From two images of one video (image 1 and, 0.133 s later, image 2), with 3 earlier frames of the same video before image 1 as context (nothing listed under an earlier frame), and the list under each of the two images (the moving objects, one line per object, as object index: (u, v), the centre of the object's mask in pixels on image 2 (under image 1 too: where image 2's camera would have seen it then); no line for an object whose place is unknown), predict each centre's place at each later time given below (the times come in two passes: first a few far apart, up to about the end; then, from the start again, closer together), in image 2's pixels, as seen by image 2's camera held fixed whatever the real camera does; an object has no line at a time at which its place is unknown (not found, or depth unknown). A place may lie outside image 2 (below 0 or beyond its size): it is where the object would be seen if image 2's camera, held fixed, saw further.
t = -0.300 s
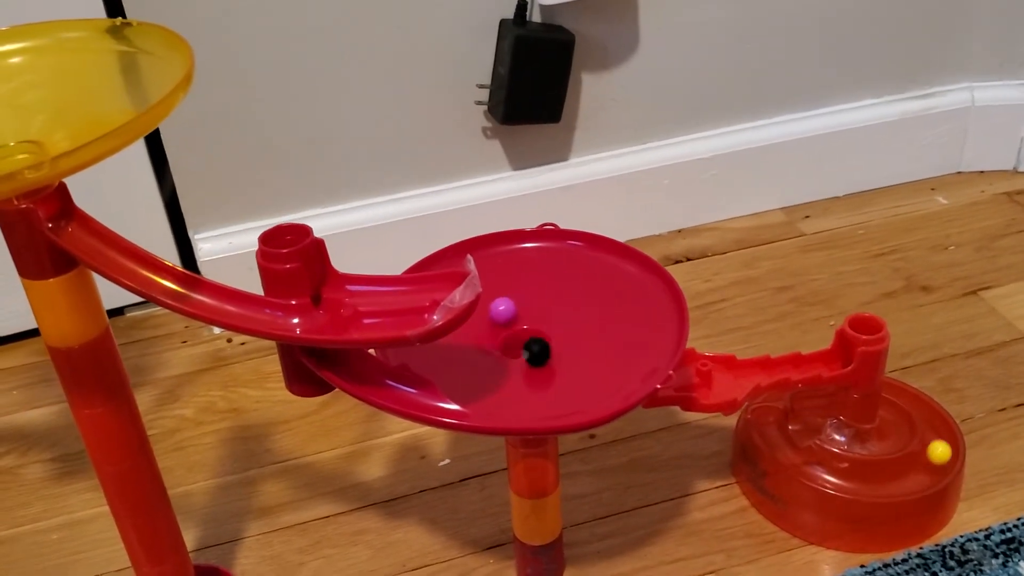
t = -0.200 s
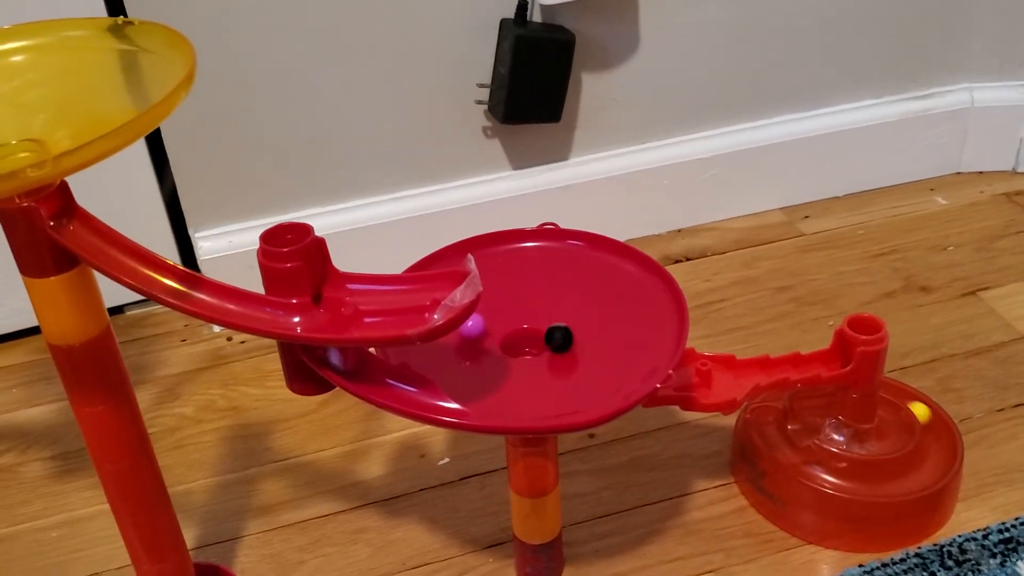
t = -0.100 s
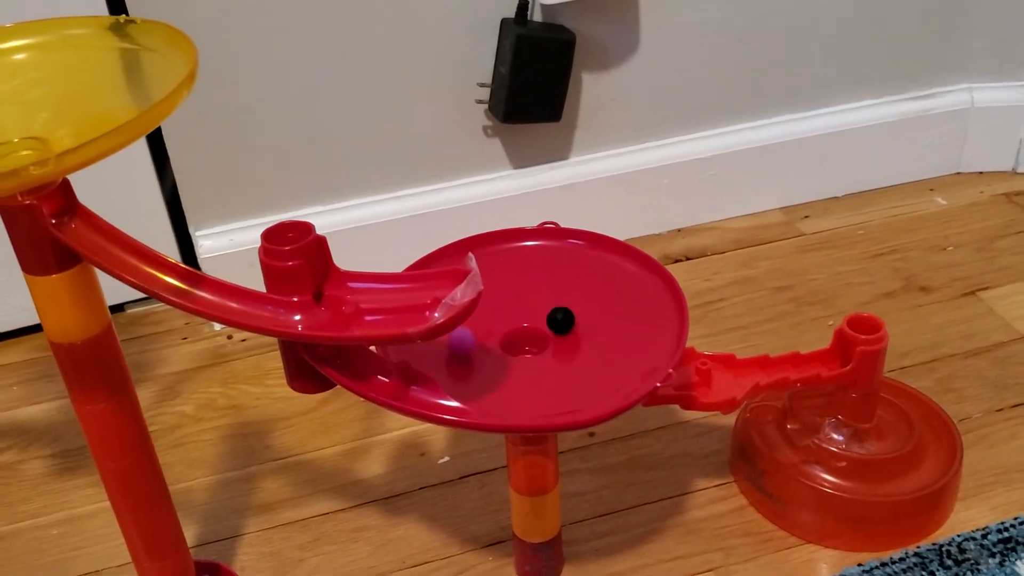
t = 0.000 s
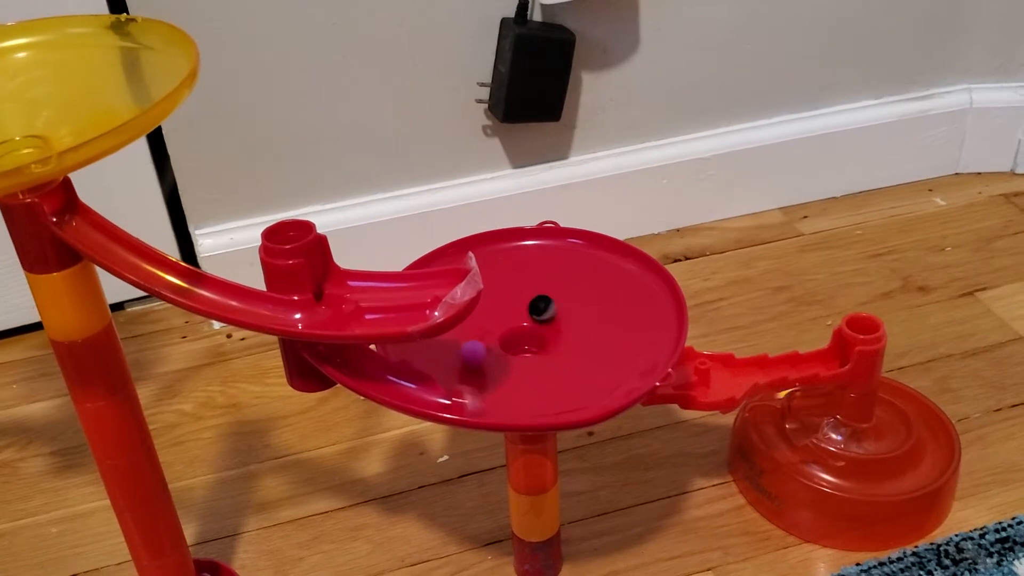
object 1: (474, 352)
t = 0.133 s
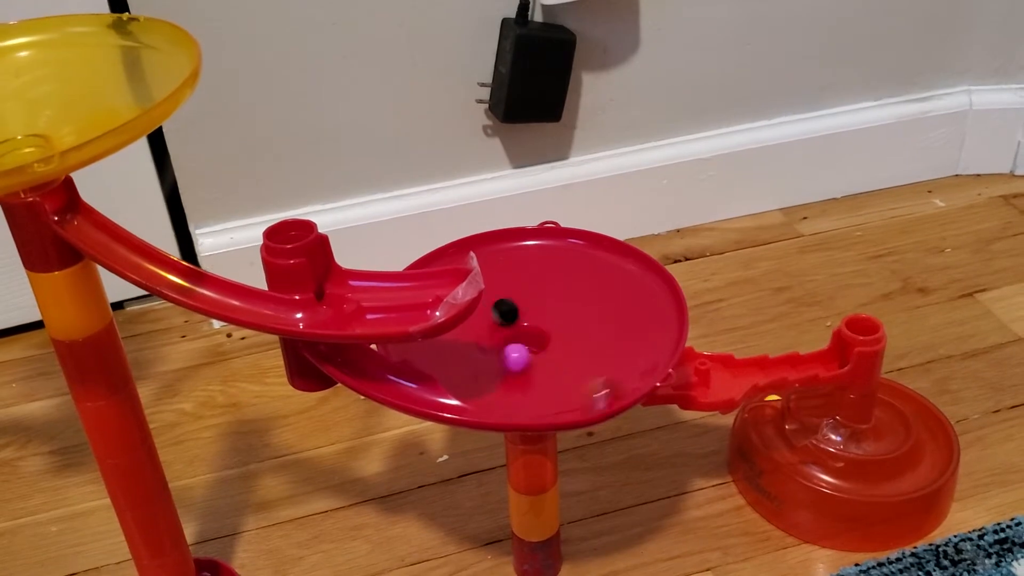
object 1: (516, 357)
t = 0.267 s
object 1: (559, 338)
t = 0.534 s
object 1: (546, 294)
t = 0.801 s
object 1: (478, 327)
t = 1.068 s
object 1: (521, 358)
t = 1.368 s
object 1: (560, 311)
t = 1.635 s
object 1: (490, 308)
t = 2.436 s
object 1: (528, 305)
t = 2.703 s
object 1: (470, 334)
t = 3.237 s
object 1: (559, 304)
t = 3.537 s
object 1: (483, 329)
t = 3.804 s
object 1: (525, 352)
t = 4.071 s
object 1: (554, 309)
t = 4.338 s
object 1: (496, 317)
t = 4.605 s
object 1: (525, 351)
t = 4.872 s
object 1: (552, 318)
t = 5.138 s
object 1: (491, 316)
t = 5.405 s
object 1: (525, 346)
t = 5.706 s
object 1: (540, 312)
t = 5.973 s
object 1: (492, 338)
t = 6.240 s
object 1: (542, 336)
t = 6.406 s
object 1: (528, 352)
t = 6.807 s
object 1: (686, 370)
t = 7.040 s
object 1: (723, 386)
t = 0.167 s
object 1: (527, 355)
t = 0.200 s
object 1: (539, 351)
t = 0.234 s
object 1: (550, 345)
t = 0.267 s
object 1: (559, 338)
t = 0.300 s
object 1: (566, 330)
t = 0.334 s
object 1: (570, 323)
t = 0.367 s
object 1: (572, 315)
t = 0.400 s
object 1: (571, 309)
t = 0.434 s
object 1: (567, 303)
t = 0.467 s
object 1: (562, 299)
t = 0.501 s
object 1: (555, 296)
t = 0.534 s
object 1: (546, 294)
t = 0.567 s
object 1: (536, 294)
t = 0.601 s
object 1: (526, 295)
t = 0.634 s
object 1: (515, 298)
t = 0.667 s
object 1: (505, 303)
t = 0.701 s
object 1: (496, 308)
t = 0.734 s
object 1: (488, 314)
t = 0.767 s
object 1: (482, 320)
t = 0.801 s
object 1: (478, 327)
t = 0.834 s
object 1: (476, 332)
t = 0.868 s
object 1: (477, 339)
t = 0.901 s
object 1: (480, 345)
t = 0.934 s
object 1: (486, 351)
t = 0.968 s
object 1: (493, 354)
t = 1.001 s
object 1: (501, 356)
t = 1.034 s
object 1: (511, 358)
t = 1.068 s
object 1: (521, 358)
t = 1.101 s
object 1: (531, 356)
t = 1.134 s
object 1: (541, 353)
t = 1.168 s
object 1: (550, 349)
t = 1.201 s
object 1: (557, 343)
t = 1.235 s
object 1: (563, 337)
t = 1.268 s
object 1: (566, 330)
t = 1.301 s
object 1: (566, 323)
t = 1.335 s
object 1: (564, 317)
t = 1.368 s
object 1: (560, 311)
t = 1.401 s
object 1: (553, 306)
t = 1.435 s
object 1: (545, 301)
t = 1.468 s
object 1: (536, 300)
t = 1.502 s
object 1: (526, 298)
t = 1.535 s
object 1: (516, 299)
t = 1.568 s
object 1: (506, 300)
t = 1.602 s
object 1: (497, 303)
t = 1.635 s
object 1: (490, 308)
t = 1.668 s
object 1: (485, 313)
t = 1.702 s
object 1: (481, 319)
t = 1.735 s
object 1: (478, 324)
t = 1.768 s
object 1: (477, 329)
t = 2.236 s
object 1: (577, 321)
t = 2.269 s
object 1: (574, 316)
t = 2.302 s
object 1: (569, 312)
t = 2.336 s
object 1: (561, 308)
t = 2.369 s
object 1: (552, 306)
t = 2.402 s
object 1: (540, 305)
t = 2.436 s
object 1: (528, 305)
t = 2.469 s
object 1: (516, 306)
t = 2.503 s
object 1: (504, 309)
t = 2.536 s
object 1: (493, 312)
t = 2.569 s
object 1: (485, 316)
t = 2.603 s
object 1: (479, 322)
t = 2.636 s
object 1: (474, 327)
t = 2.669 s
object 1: (471, 330)
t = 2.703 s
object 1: (470, 334)
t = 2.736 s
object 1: (472, 338)
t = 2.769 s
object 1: (478, 343)
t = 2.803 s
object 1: (485, 346)
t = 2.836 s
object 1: (493, 349)
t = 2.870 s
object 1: (505, 350)
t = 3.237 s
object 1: (559, 304)
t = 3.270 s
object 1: (551, 302)
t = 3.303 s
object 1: (541, 302)
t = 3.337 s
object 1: (532, 302)
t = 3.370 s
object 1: (521, 305)
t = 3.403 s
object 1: (510, 308)
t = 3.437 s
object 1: (501, 313)
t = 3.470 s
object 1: (492, 319)
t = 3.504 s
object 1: (486, 324)
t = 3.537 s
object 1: (483, 329)
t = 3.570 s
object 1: (481, 336)
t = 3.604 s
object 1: (482, 341)
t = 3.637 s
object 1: (486, 345)
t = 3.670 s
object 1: (491, 349)
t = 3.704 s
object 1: (498, 352)
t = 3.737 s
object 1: (507, 353)
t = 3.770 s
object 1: (516, 353)
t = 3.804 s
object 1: (525, 352)
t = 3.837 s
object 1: (534, 349)
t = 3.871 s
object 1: (543, 345)
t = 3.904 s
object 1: (550, 339)
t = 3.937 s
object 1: (555, 333)
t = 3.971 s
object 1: (558, 327)
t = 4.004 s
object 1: (559, 320)
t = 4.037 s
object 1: (557, 314)
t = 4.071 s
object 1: (554, 309)
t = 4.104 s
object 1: (548, 305)
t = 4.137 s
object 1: (541, 303)
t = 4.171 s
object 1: (533, 302)
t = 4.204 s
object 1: (525, 302)
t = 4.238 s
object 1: (516, 304)
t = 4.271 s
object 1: (509, 307)
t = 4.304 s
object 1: (502, 312)
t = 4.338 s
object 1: (496, 317)
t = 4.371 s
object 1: (493, 323)
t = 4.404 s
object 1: (491, 329)
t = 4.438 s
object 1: (493, 335)
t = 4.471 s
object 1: (497, 341)
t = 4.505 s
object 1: (503, 346)
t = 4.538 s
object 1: (509, 349)
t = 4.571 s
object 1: (518, 350)
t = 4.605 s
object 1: (525, 351)
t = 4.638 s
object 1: (534, 351)
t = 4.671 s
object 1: (542, 348)
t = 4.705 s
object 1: (549, 345)
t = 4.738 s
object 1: (554, 340)
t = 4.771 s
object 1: (557, 335)
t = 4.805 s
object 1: (558, 329)
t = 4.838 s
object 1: (556, 323)
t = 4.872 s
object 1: (552, 318)
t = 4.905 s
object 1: (546, 314)
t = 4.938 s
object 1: (538, 310)
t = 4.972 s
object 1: (530, 308)
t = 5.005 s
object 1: (520, 307)
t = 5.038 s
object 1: (512, 307)
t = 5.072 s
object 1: (504, 309)
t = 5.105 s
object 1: (496, 312)
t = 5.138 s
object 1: (491, 316)
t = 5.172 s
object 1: (488, 320)
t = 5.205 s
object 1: (486, 324)
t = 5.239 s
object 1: (488, 329)
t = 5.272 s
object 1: (492, 334)
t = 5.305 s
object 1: (497, 340)
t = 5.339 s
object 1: (506, 343)
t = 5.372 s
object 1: (516, 345)
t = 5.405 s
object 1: (525, 346)
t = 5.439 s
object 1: (536, 345)
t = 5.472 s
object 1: (545, 342)
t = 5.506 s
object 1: (552, 338)
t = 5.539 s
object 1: (558, 334)
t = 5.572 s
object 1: (562, 329)
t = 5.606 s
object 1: (562, 325)
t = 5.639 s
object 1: (560, 321)
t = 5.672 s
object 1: (549, 314)
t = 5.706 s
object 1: (540, 312)
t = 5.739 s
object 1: (530, 312)
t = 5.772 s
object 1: (520, 313)
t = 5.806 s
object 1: (510, 315)
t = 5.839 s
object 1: (502, 320)
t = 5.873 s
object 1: (496, 324)
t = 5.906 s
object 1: (492, 329)
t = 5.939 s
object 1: (491, 334)
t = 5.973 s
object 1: (492, 338)
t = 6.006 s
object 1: (494, 343)
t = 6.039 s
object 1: (499, 345)
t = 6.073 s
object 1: (506, 347)
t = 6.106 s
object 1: (514, 348)
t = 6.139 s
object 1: (521, 346)
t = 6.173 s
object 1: (530, 345)
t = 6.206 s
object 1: (536, 341)
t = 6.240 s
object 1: (542, 336)
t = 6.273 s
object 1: (543, 330)
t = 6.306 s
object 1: (535, 327)
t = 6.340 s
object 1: (520, 333)
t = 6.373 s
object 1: (521, 348)
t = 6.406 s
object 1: (528, 352)
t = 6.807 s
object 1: (686, 370)
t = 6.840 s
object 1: (683, 375)
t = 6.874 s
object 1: (682, 378)
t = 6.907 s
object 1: (687, 383)
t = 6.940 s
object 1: (698, 385)
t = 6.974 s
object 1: (707, 387)
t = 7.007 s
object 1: (716, 387)
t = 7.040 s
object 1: (723, 386)
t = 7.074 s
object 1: (728, 383)
